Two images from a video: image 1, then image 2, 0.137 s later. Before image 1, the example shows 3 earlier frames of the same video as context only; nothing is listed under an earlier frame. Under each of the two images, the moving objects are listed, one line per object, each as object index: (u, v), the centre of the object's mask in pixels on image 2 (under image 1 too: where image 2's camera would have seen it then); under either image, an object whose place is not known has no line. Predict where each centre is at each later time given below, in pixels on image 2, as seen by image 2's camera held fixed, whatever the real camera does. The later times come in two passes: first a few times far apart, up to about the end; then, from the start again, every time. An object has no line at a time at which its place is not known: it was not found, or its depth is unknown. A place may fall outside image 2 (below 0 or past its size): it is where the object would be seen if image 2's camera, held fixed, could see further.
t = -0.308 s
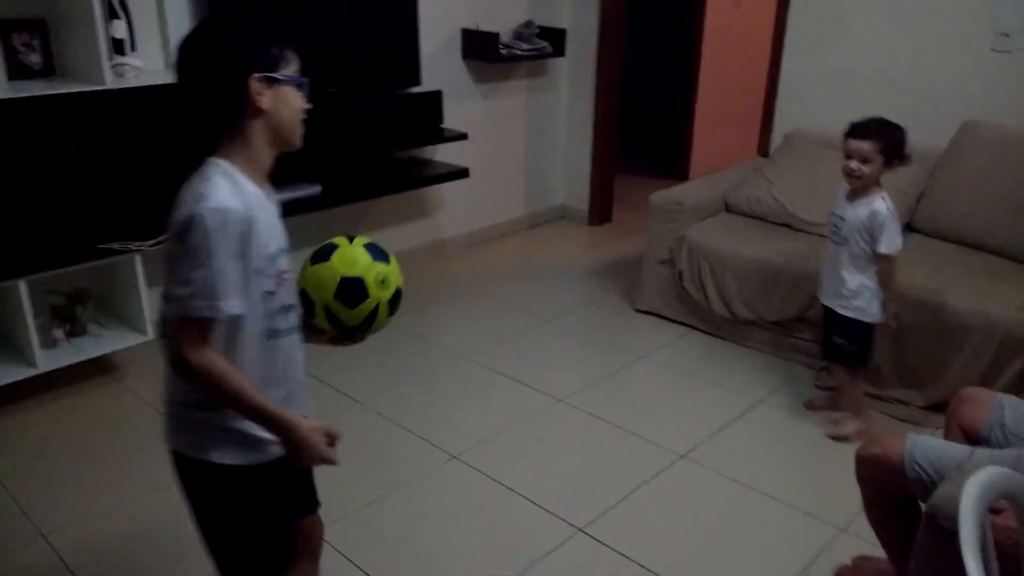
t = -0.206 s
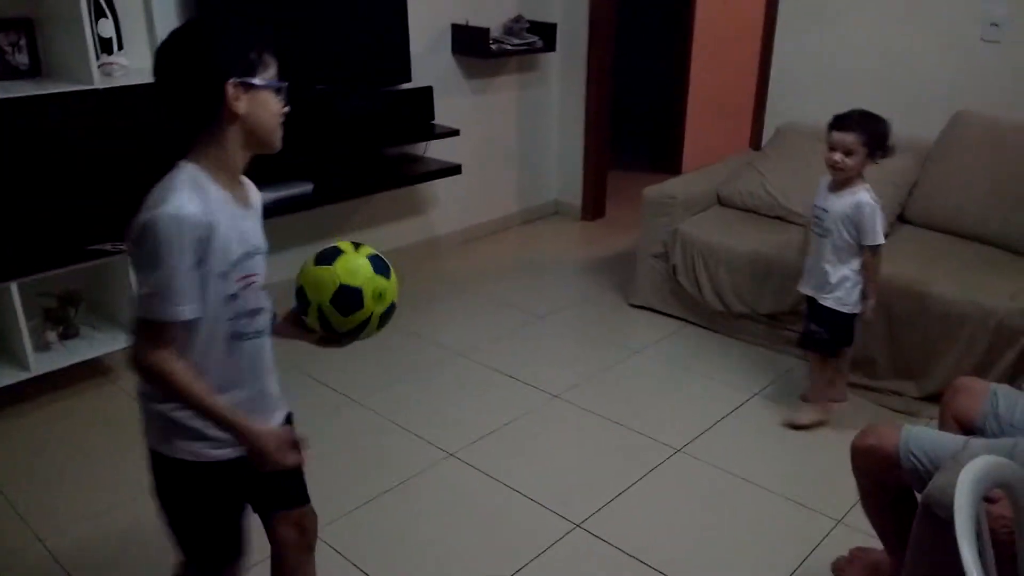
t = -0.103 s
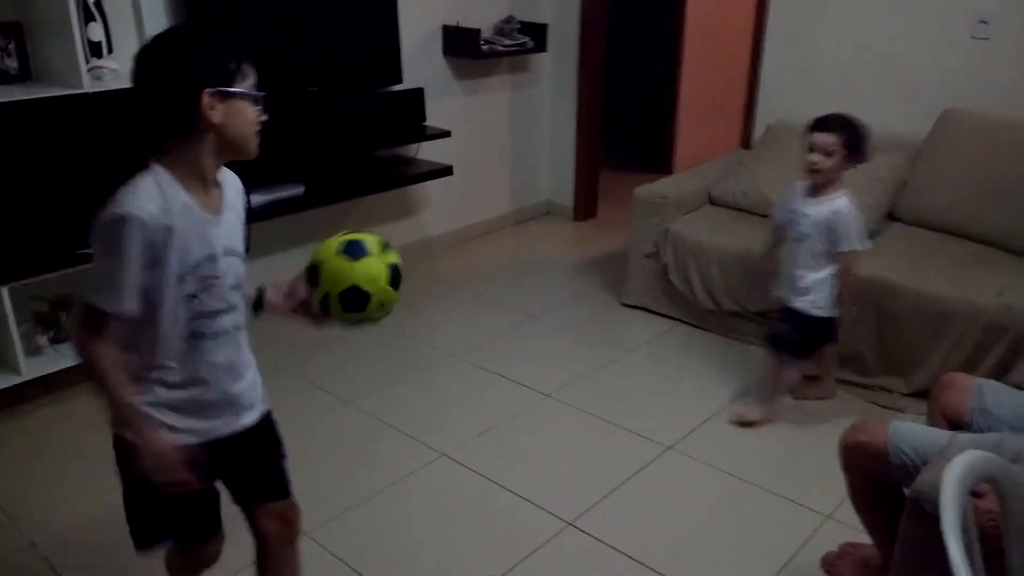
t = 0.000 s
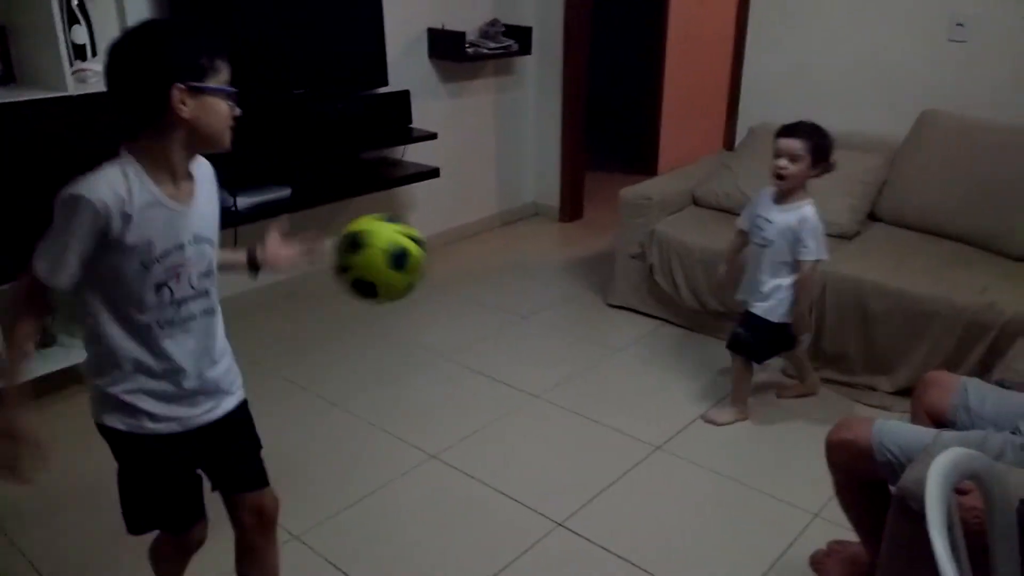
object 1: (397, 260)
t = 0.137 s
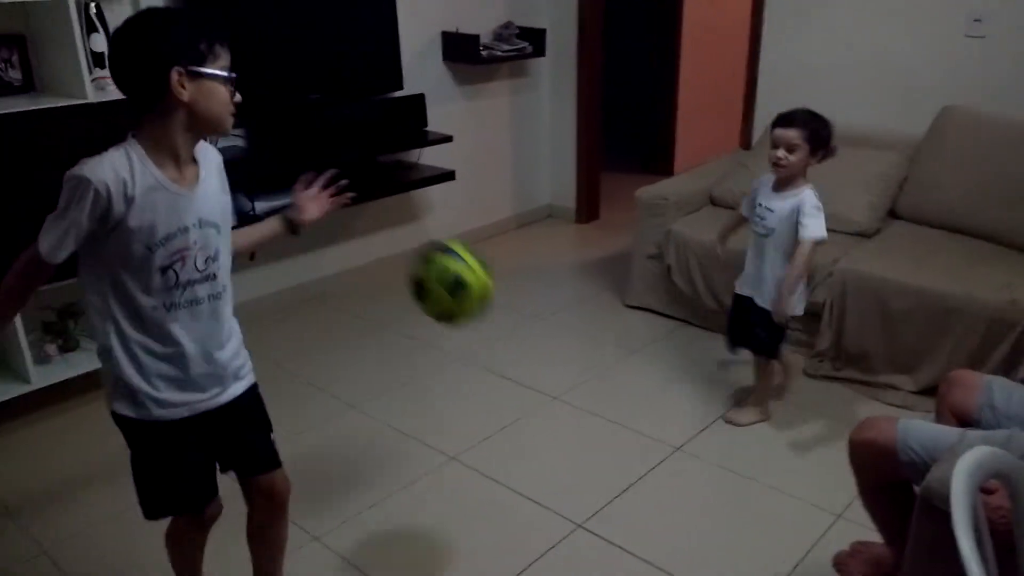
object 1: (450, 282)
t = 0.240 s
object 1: (486, 336)
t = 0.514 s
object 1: (561, 363)
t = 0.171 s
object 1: (463, 297)
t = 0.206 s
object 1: (475, 315)
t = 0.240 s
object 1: (486, 336)
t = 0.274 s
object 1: (495, 360)
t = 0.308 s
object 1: (506, 389)
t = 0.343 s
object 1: (515, 416)
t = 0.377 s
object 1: (522, 448)
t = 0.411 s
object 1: (534, 432)
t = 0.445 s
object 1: (543, 403)
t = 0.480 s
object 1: (551, 384)
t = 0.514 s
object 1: (561, 363)
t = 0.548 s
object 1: (571, 349)
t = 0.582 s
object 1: (580, 336)
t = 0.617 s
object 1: (590, 328)
